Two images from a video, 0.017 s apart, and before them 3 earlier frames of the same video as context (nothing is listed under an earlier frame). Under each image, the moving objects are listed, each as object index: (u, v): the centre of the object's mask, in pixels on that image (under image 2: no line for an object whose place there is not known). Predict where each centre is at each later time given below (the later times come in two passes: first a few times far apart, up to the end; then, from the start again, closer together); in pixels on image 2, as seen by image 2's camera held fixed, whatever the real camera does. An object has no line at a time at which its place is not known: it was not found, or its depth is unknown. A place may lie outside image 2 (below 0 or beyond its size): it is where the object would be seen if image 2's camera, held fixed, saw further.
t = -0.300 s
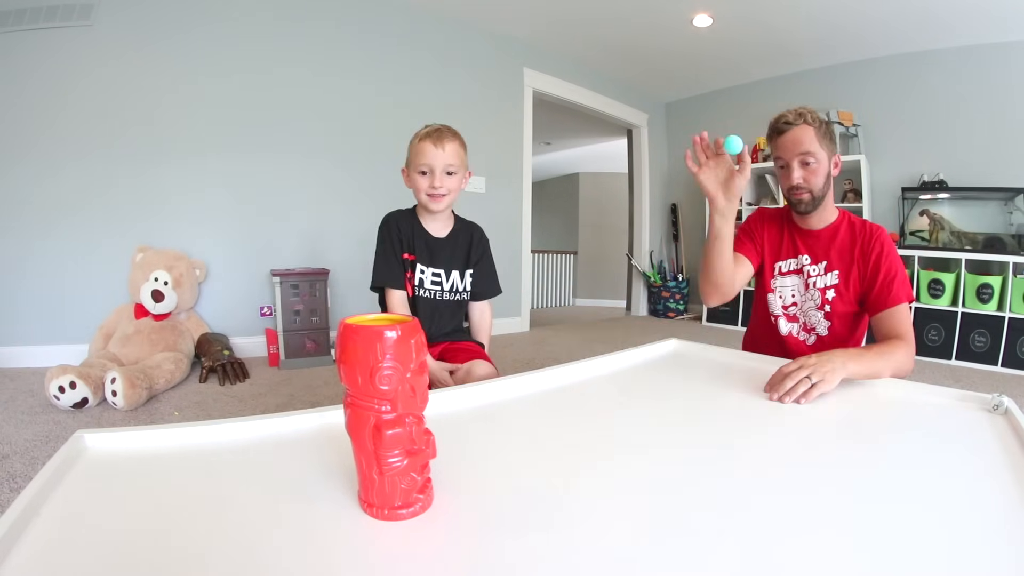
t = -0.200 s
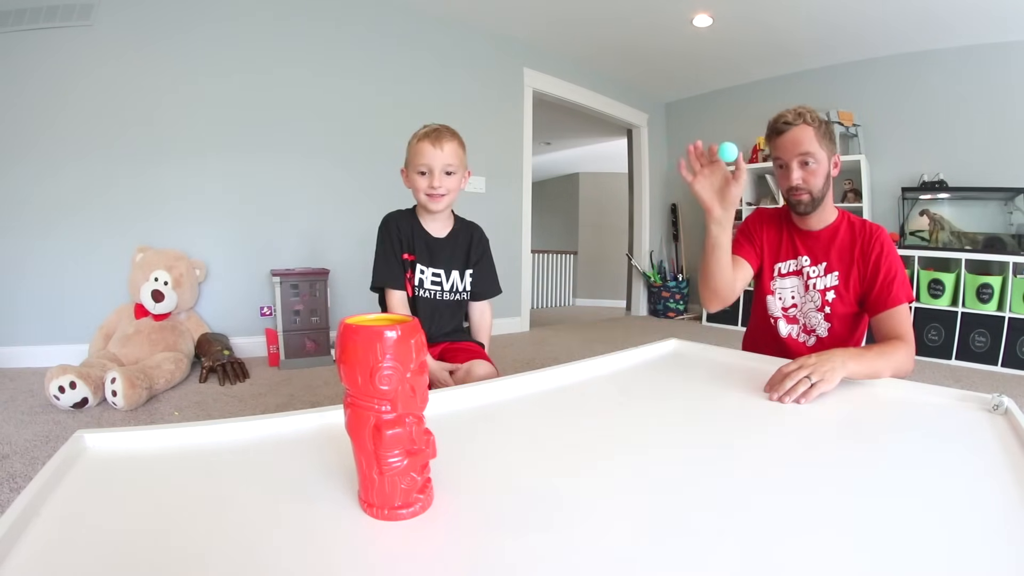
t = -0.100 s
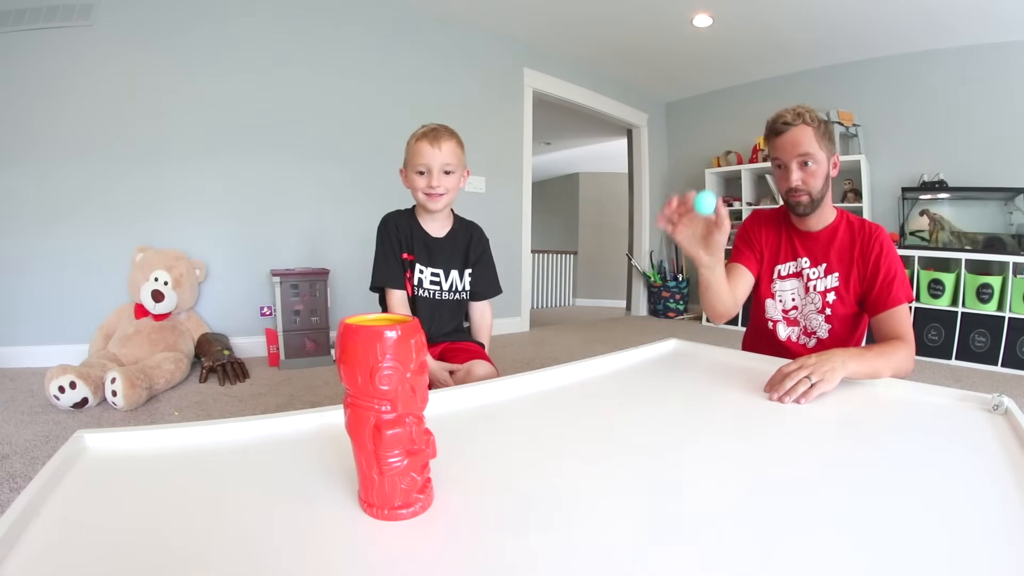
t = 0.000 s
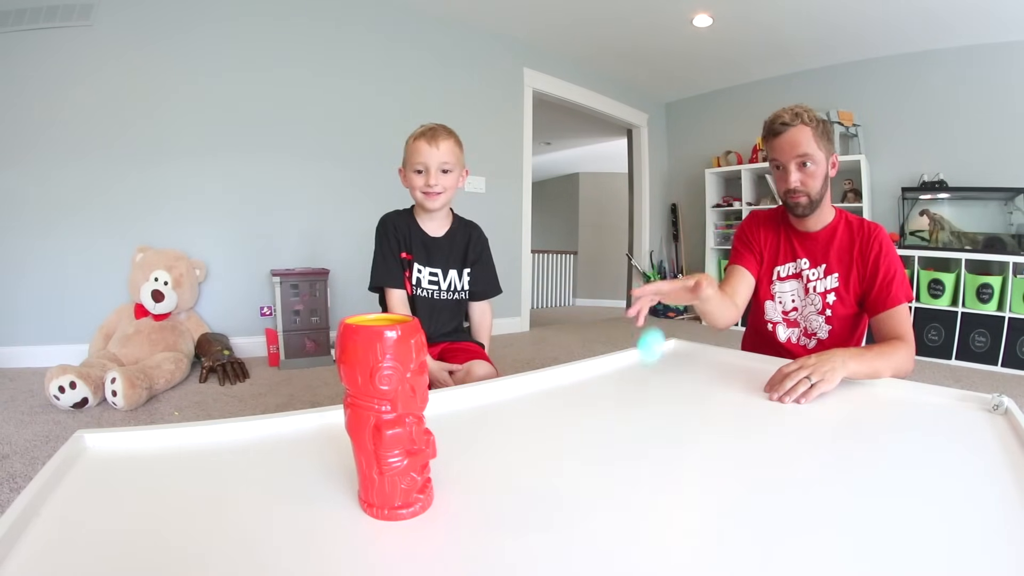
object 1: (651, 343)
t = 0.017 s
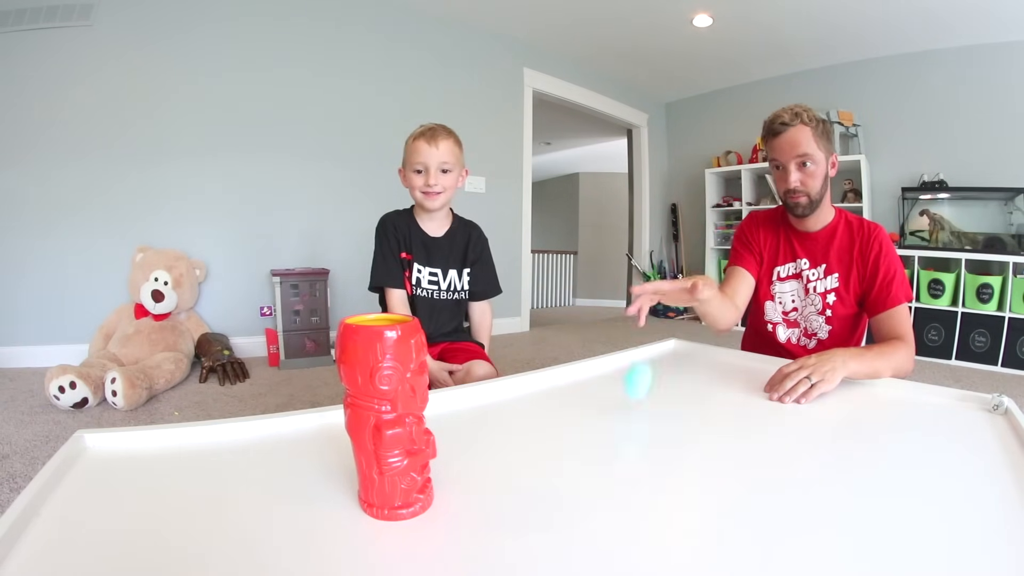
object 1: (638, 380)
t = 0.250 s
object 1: (531, 153)
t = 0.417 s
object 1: (417, 197)
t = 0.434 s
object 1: (403, 220)
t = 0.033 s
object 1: (626, 406)
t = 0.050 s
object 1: (622, 380)
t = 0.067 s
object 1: (617, 352)
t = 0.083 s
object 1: (611, 329)
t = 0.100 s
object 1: (605, 305)
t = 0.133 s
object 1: (591, 260)
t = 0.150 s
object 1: (584, 239)
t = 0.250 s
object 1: (531, 153)
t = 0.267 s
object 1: (522, 145)
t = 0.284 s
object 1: (511, 140)
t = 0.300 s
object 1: (502, 138)
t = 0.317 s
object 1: (491, 137)
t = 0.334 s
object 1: (480, 139)
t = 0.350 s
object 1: (469, 144)
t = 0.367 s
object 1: (457, 151)
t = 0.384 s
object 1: (444, 162)
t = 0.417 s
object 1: (417, 197)
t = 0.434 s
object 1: (403, 220)
